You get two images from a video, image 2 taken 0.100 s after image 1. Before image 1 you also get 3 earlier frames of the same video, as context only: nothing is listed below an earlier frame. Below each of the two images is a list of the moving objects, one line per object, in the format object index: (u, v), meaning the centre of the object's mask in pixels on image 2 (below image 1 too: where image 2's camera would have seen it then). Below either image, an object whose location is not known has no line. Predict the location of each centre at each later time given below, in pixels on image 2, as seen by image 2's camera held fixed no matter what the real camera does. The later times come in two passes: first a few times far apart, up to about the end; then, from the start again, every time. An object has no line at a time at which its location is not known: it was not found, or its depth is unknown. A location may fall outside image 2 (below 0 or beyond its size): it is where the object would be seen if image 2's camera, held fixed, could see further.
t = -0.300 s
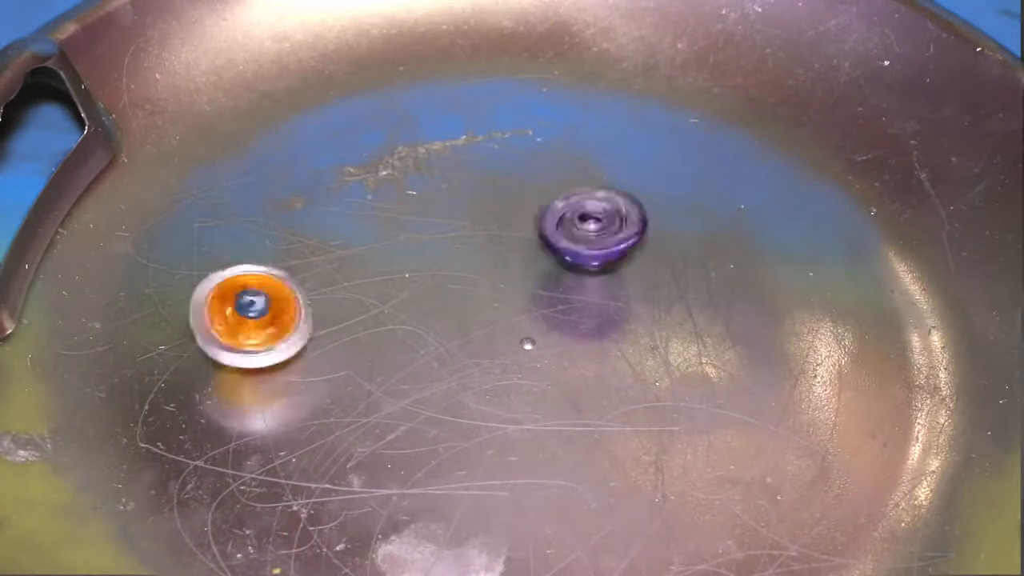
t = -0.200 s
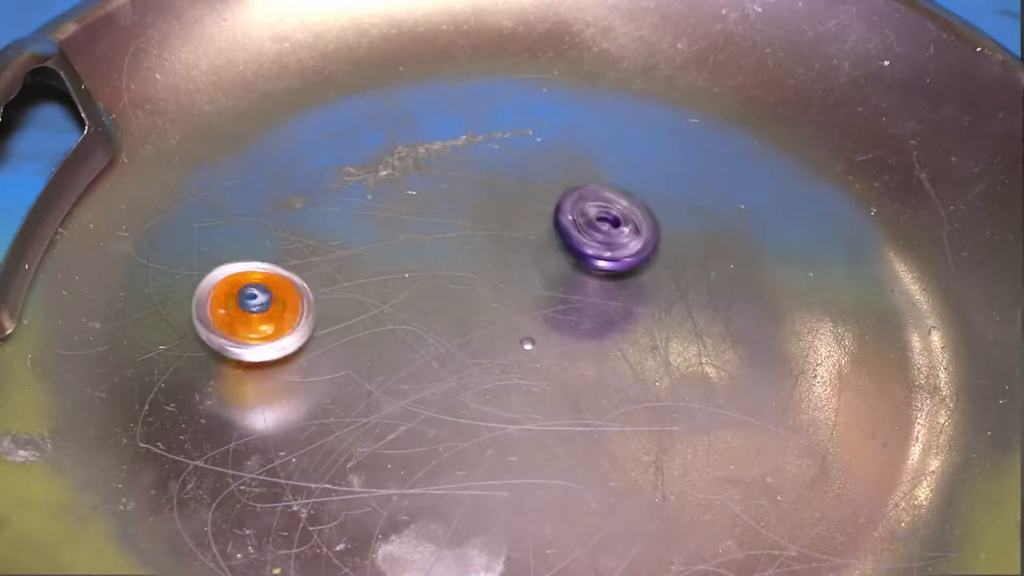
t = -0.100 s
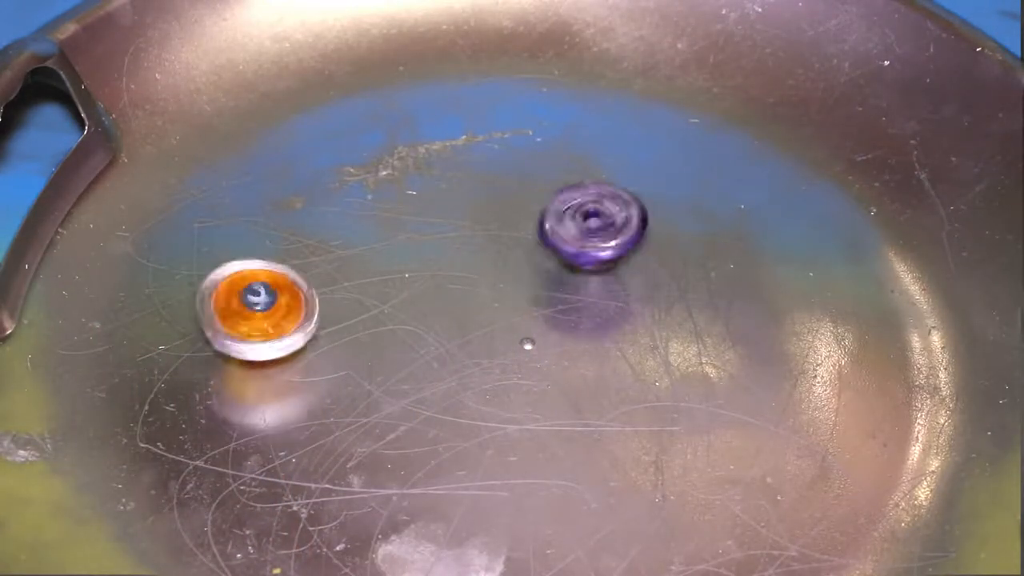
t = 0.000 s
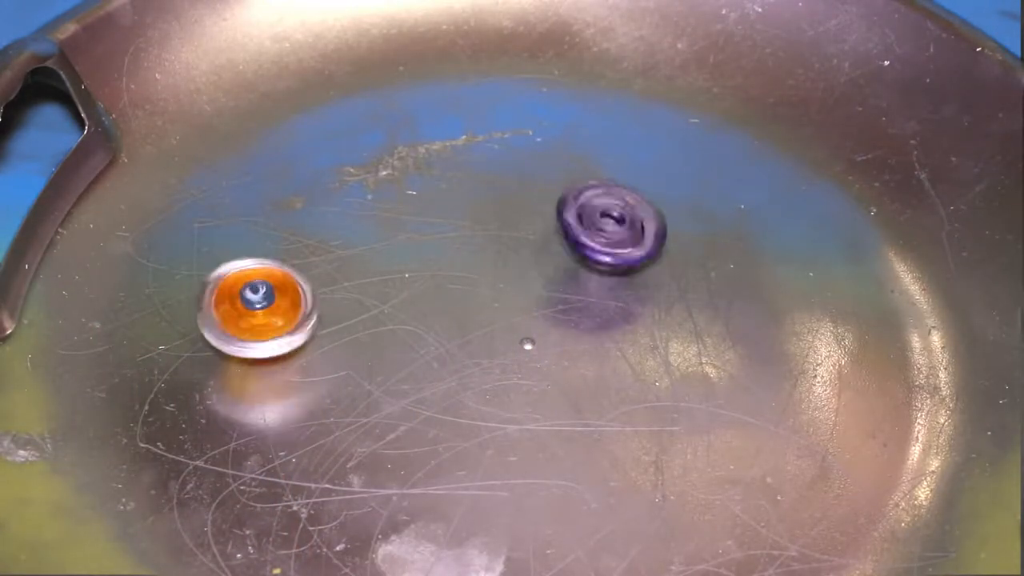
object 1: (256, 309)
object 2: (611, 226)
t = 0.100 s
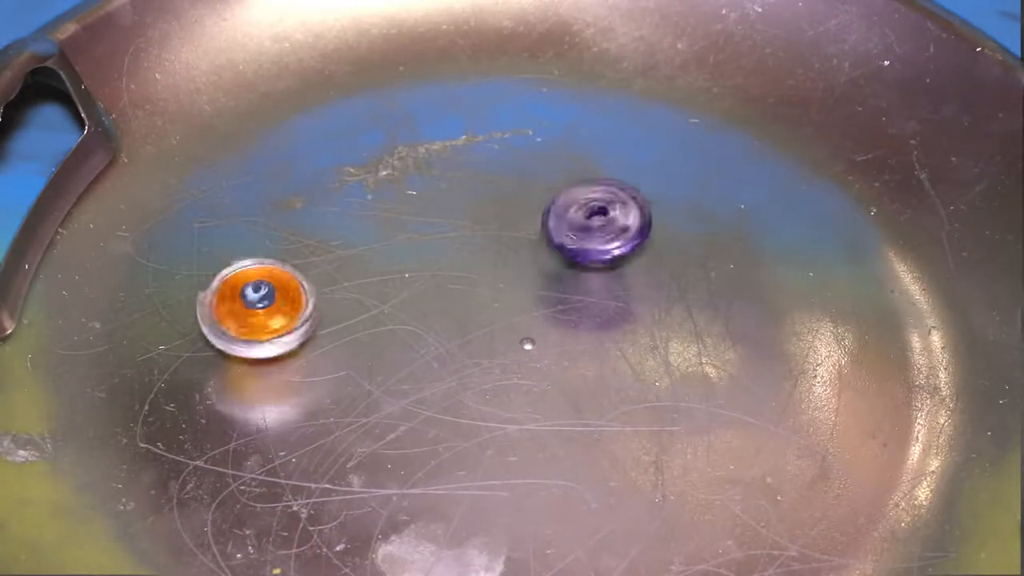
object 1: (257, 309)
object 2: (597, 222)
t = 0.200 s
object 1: (258, 308)
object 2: (615, 223)
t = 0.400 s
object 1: (262, 306)
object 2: (616, 223)
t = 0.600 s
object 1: (265, 306)
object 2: (618, 221)
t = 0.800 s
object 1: (264, 304)
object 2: (619, 217)
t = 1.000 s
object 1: (268, 302)
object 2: (620, 217)
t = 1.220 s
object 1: (270, 299)
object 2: (625, 219)
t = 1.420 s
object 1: (271, 295)
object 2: (622, 217)
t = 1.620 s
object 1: (275, 289)
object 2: (631, 222)
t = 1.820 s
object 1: (280, 279)
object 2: (648, 220)
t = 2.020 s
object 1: (284, 269)
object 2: (655, 216)
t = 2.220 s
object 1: (289, 258)
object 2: (642, 208)
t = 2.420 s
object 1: (295, 250)
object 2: (636, 216)
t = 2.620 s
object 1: (303, 240)
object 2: (656, 223)
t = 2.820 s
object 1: (310, 233)
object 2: (661, 212)
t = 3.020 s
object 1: (311, 226)
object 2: (642, 206)
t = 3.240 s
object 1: (314, 223)
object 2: (649, 208)
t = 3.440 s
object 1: (314, 225)
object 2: (679, 210)
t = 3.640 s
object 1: (316, 223)
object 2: (674, 201)
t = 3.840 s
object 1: (307, 217)
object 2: (669, 202)
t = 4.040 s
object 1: (304, 206)
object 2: (697, 203)
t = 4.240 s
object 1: (295, 194)
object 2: (686, 193)
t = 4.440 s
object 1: (300, 182)
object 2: (679, 202)
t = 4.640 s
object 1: (316, 174)
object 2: (711, 201)
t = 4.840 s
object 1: (319, 175)
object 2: (683, 201)
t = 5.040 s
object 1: (323, 172)
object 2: (679, 203)
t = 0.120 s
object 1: (257, 306)
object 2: (599, 220)
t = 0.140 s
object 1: (258, 306)
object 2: (603, 218)
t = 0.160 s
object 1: (260, 306)
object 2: (608, 220)
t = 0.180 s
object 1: (261, 308)
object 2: (613, 220)
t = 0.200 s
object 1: (258, 308)
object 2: (615, 223)
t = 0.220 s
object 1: (260, 306)
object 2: (615, 226)
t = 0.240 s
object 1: (260, 306)
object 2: (612, 228)
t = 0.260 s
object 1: (264, 306)
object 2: (608, 227)
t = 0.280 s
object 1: (262, 308)
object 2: (604, 226)
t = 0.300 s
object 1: (260, 307)
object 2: (603, 225)
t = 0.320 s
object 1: (262, 305)
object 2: (602, 221)
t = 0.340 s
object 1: (263, 305)
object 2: (605, 220)
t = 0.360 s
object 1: (265, 306)
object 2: (608, 220)
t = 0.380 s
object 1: (263, 308)
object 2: (613, 220)
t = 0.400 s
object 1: (262, 306)
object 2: (616, 223)
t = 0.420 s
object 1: (262, 306)
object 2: (618, 224)
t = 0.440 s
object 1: (264, 306)
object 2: (616, 226)
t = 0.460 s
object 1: (264, 307)
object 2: (613, 226)
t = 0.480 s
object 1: (261, 307)
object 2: (609, 227)
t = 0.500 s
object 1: (263, 304)
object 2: (606, 225)
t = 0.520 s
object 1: (263, 304)
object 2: (605, 224)
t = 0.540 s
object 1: (268, 304)
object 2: (606, 222)
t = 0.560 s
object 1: (266, 307)
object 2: (609, 221)
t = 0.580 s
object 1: (265, 306)
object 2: (614, 220)
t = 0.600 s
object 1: (265, 306)
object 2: (618, 221)
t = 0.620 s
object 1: (265, 306)
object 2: (621, 222)
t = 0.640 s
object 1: (266, 306)
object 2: (622, 224)
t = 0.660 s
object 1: (263, 307)
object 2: (620, 224)
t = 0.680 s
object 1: (264, 304)
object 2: (616, 225)
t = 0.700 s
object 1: (266, 303)
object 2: (613, 224)
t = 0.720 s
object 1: (267, 304)
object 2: (610, 223)
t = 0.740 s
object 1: (267, 306)
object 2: (609, 219)
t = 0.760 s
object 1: (264, 308)
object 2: (611, 217)
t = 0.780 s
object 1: (264, 305)
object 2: (614, 217)
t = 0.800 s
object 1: (264, 304)
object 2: (619, 217)
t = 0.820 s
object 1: (266, 303)
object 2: (625, 218)
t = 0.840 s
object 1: (267, 305)
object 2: (629, 221)
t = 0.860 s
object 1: (265, 305)
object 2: (631, 222)
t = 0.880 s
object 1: (266, 303)
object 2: (629, 226)
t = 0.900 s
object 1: (266, 304)
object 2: (624, 226)
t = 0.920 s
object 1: (268, 303)
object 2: (619, 225)
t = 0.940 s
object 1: (266, 305)
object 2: (616, 223)
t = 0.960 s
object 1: (264, 303)
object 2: (615, 220)
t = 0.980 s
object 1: (266, 301)
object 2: (616, 218)
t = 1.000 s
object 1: (268, 302)
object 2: (620, 217)
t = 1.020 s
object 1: (270, 303)
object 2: (624, 216)
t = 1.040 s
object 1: (268, 305)
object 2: (631, 218)
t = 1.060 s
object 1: (266, 303)
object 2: (634, 220)
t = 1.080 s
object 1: (266, 302)
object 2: (636, 223)
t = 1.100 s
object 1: (267, 301)
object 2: (635, 224)
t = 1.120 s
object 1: (268, 301)
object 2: (632, 227)
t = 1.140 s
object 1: (267, 302)
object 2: (626, 226)
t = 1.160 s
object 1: (268, 300)
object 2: (623, 225)
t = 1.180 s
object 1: (269, 299)
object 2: (621, 222)
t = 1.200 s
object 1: (270, 300)
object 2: (622, 221)
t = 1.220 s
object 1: (270, 299)
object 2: (625, 219)
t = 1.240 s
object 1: (267, 300)
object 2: (630, 219)
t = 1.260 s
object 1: (268, 296)
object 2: (633, 218)
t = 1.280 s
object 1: (270, 296)
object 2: (638, 221)
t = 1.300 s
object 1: (270, 296)
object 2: (638, 222)
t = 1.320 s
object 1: (271, 297)
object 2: (639, 223)
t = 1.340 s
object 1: (268, 298)
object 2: (635, 224)
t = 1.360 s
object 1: (268, 295)
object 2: (631, 224)
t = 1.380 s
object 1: (268, 294)
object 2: (627, 223)
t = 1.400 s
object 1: (270, 294)
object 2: (624, 220)
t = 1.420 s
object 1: (271, 295)
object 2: (622, 217)
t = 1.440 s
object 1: (268, 296)
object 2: (624, 216)
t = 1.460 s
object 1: (269, 293)
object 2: (629, 215)
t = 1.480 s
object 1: (269, 292)
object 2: (634, 214)
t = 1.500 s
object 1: (271, 292)
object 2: (641, 215)
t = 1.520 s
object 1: (272, 293)
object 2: (644, 217)
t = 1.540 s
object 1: (269, 294)
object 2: (648, 221)
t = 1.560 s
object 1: (269, 291)
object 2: (646, 222)
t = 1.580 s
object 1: (271, 290)
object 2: (641, 224)
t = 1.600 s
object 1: (273, 288)
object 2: (635, 223)
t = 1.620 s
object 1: (275, 289)
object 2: (631, 222)
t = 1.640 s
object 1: (274, 290)
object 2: (627, 218)
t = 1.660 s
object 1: (274, 288)
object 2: (627, 216)
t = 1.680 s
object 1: (273, 287)
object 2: (629, 212)
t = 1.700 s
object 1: (275, 284)
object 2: (635, 212)
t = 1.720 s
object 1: (278, 284)
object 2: (639, 212)
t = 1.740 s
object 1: (278, 284)
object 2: (646, 211)
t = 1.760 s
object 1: (278, 282)
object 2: (650, 215)
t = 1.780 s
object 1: (277, 282)
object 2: (652, 216)
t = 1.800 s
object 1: (279, 280)
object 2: (652, 219)
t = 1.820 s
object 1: (280, 279)
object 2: (648, 220)
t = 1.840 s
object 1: (280, 280)
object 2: (643, 220)
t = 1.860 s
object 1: (280, 277)
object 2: (637, 219)
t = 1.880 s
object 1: (281, 276)
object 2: (634, 218)
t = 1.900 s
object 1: (281, 275)
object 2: (632, 216)
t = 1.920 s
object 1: (282, 274)
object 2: (633, 214)
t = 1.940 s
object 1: (281, 275)
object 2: (635, 212)
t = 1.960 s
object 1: (280, 271)
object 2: (641, 212)
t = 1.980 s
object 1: (283, 270)
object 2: (645, 212)
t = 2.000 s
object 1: (284, 270)
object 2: (649, 214)
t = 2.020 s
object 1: (284, 269)
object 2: (655, 216)
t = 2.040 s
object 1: (282, 269)
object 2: (655, 218)
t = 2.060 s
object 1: (282, 265)
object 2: (655, 221)
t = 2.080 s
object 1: (284, 264)
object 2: (650, 221)
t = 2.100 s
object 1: (286, 265)
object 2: (644, 220)
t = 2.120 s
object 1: (286, 264)
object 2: (638, 218)
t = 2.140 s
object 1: (284, 264)
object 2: (635, 215)
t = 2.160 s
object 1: (284, 262)
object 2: (633, 213)
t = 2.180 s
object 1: (286, 259)
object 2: (635, 210)
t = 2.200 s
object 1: (288, 259)
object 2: (637, 209)
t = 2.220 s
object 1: (289, 258)
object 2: (642, 208)
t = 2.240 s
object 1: (288, 259)
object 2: (648, 210)
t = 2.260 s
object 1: (287, 258)
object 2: (653, 211)
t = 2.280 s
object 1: (289, 255)
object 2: (658, 214)
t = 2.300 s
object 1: (290, 255)
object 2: (658, 216)
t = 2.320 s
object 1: (292, 253)
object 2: (658, 220)
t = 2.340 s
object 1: (292, 254)
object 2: (653, 222)
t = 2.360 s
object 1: (291, 253)
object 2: (647, 223)
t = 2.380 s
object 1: (293, 250)
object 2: (641, 221)
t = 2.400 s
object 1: (295, 250)
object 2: (636, 217)
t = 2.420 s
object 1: (295, 250)
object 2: (636, 216)
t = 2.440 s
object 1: (297, 249)
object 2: (637, 214)
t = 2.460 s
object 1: (295, 249)
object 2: (644, 212)
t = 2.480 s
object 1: (296, 245)
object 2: (647, 211)
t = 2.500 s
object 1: (299, 244)
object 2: (653, 213)
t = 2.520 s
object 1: (300, 245)
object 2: (656, 212)
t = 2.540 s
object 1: (301, 244)
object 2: (662, 214)
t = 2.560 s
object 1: (300, 244)
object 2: (664, 217)
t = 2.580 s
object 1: (299, 242)
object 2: (664, 219)
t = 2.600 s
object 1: (301, 240)
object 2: (661, 222)
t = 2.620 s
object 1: (303, 240)
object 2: (656, 223)
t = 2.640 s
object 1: (305, 239)
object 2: (650, 221)
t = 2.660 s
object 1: (304, 240)
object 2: (645, 219)
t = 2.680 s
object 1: (302, 240)
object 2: (640, 217)
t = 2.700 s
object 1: (303, 238)
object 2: (638, 215)
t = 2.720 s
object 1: (304, 238)
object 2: (638, 212)
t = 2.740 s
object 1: (306, 237)
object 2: (643, 211)
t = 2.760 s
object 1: (308, 237)
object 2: (647, 210)
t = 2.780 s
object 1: (306, 237)
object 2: (653, 211)
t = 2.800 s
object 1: (307, 233)
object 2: (656, 210)
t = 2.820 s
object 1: (310, 233)
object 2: (661, 212)
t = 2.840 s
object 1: (311, 233)
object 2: (663, 215)
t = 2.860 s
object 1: (311, 233)
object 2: (663, 216)
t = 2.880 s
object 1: (310, 233)
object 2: (661, 218)
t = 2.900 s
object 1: (308, 231)
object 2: (655, 219)
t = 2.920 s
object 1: (311, 229)
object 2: (650, 217)
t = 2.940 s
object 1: (313, 229)
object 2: (645, 215)
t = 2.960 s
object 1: (314, 228)
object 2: (642, 212)
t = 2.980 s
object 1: (314, 229)
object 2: (639, 211)
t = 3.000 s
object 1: (311, 229)
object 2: (639, 208)
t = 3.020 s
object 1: (311, 226)
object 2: (642, 206)
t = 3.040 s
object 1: (313, 226)
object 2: (644, 205)
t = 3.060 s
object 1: (315, 226)
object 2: (651, 206)
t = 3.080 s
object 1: (315, 227)
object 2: (654, 206)
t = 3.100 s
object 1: (313, 228)
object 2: (659, 207)
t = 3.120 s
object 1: (312, 226)
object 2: (664, 209)
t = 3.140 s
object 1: (313, 225)
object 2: (667, 211)
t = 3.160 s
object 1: (313, 224)
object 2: (668, 213)
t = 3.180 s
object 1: (316, 223)
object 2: (664, 216)
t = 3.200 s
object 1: (316, 225)
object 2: (659, 215)
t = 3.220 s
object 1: (314, 225)
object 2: (653, 213)
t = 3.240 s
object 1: (314, 223)
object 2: (649, 208)
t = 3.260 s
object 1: (315, 223)
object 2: (648, 206)
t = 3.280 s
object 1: (316, 223)
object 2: (648, 204)
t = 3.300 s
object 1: (317, 224)
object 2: (650, 201)
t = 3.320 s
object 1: (314, 225)
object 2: (652, 200)
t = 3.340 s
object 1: (313, 224)
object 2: (658, 199)
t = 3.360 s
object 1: (315, 222)
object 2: (663, 200)
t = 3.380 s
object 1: (315, 223)
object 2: (667, 200)
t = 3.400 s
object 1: (317, 222)
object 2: (674, 204)
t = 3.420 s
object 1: (317, 224)
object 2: (678, 207)
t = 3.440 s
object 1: (314, 225)
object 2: (679, 210)
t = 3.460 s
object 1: (314, 223)
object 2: (678, 214)
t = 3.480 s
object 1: (314, 223)
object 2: (673, 215)
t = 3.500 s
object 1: (315, 222)
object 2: (667, 214)
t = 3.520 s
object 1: (315, 223)
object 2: (661, 211)
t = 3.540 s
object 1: (314, 224)
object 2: (658, 208)
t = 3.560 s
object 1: (313, 223)
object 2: (660, 205)
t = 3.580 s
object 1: (314, 221)
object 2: (662, 203)
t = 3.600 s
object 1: (314, 222)
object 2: (665, 202)
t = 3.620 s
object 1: (315, 222)
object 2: (668, 200)
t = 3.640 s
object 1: (316, 223)
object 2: (674, 201)
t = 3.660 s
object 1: (312, 224)
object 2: (679, 201)
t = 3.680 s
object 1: (310, 222)
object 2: (683, 201)
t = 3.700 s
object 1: (311, 221)
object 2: (688, 203)
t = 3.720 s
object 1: (310, 220)
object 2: (690, 206)
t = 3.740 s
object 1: (314, 219)
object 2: (690, 206)
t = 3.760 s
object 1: (314, 220)
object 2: (688, 208)
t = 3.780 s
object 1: (312, 221)
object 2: (683, 209)
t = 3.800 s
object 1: (310, 219)
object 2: (678, 207)
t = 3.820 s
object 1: (308, 219)
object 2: (673, 205)
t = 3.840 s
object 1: (307, 217)
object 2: (669, 202)
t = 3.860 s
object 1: (309, 215)
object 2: (670, 200)
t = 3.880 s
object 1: (309, 216)
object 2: (669, 197)
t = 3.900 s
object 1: (309, 215)
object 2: (672, 196)
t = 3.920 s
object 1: (309, 214)
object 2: (677, 197)
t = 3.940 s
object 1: (307, 214)
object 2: (681, 195)
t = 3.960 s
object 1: (305, 212)
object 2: (686, 197)
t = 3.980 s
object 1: (305, 210)
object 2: (690, 197)
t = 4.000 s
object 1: (303, 210)
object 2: (695, 198)
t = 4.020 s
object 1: (304, 207)
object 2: (699, 201)
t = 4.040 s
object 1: (304, 206)
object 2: (697, 203)
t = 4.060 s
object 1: (302, 206)
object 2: (696, 204)
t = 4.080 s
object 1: (301, 204)
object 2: (690, 207)
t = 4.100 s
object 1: (301, 202)
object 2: (684, 207)
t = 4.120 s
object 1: (298, 201)
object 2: (678, 204)
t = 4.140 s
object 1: (299, 198)
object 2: (674, 200)
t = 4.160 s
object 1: (301, 198)
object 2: (673, 196)
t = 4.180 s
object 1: (299, 198)
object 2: (675, 195)
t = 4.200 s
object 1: (298, 196)
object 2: (678, 193)
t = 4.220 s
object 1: (297, 196)
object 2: (683, 193)
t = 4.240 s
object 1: (295, 194)
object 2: (686, 193)
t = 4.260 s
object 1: (295, 191)
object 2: (692, 194)
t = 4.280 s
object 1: (298, 190)
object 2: (697, 197)
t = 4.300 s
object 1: (299, 190)
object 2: (699, 196)
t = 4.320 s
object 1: (300, 189)
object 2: (704, 198)
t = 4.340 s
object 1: (300, 190)
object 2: (705, 201)
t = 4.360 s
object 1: (298, 190)
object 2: (701, 203)
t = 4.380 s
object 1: (298, 188)
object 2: (698, 205)
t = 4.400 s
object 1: (298, 187)
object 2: (691, 205)
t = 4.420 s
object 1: (298, 185)
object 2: (685, 204)
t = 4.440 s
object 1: (300, 182)
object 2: (679, 202)
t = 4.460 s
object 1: (303, 181)
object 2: (677, 198)
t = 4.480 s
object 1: (303, 181)
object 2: (678, 197)
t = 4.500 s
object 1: (306, 179)
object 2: (680, 196)
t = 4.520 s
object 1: (307, 180)
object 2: (684, 196)
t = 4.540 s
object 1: (306, 180)
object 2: (689, 197)
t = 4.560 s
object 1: (307, 178)
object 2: (694, 197)
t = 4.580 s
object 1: (307, 177)
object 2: (698, 198)
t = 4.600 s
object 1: (308, 175)
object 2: (703, 200)
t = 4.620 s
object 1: (313, 173)
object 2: (708, 200)
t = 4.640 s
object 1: (316, 174)
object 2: (711, 201)
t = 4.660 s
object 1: (316, 175)
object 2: (712, 204)
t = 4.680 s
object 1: (316, 174)
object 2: (709, 205)
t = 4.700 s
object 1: (315, 175)
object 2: (706, 206)
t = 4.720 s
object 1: (314, 174)
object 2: (701, 209)
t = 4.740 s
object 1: (316, 171)
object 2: (695, 209)
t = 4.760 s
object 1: (318, 171)
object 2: (691, 208)
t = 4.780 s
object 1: (320, 171)
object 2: (688, 205)
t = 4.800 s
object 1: (322, 172)
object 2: (684, 203)
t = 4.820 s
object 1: (321, 174)
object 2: (682, 201)
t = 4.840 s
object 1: (319, 175)
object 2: (683, 201)
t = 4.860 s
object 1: (319, 174)
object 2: (682, 200)
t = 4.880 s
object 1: (318, 174)
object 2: (683, 200)
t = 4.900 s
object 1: (317, 173)
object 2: (685, 200)
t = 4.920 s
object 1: (321, 172)
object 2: (685, 201)
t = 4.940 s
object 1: (323, 172)
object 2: (684, 201)
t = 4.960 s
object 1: (322, 173)
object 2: (685, 202)
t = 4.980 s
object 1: (323, 172)
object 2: (685, 202)
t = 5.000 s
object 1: (322, 173)
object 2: (685, 203)
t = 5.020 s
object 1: (321, 173)
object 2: (682, 203)
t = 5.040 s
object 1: (323, 172)
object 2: (679, 203)
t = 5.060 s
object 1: (324, 173)
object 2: (674, 204)
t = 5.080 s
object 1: (322, 174)
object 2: (667, 205)
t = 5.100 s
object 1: (321, 173)
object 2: (661, 206)
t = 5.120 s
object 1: (321, 173)
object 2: (656, 208)
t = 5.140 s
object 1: (318, 173)
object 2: (650, 208)
